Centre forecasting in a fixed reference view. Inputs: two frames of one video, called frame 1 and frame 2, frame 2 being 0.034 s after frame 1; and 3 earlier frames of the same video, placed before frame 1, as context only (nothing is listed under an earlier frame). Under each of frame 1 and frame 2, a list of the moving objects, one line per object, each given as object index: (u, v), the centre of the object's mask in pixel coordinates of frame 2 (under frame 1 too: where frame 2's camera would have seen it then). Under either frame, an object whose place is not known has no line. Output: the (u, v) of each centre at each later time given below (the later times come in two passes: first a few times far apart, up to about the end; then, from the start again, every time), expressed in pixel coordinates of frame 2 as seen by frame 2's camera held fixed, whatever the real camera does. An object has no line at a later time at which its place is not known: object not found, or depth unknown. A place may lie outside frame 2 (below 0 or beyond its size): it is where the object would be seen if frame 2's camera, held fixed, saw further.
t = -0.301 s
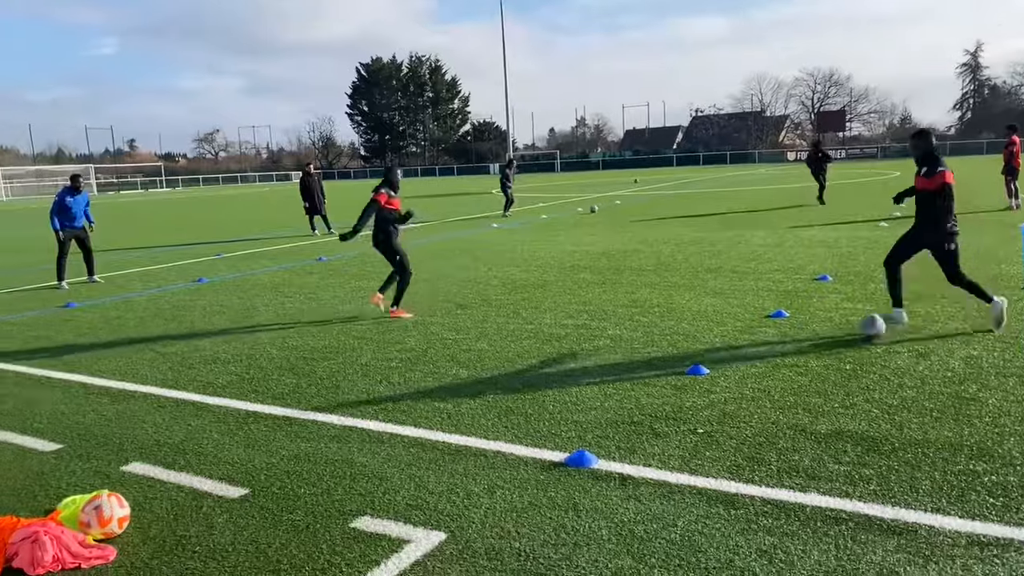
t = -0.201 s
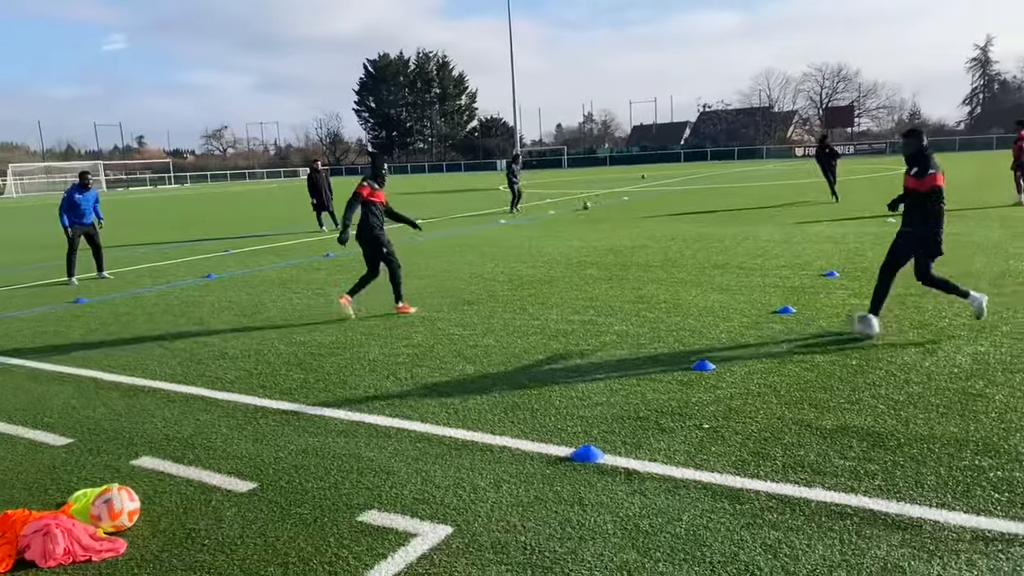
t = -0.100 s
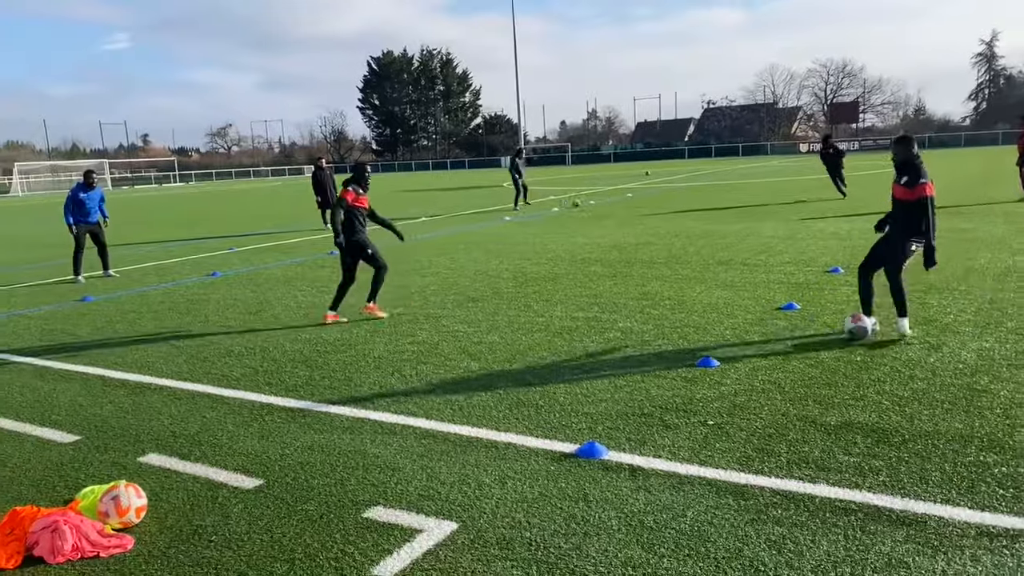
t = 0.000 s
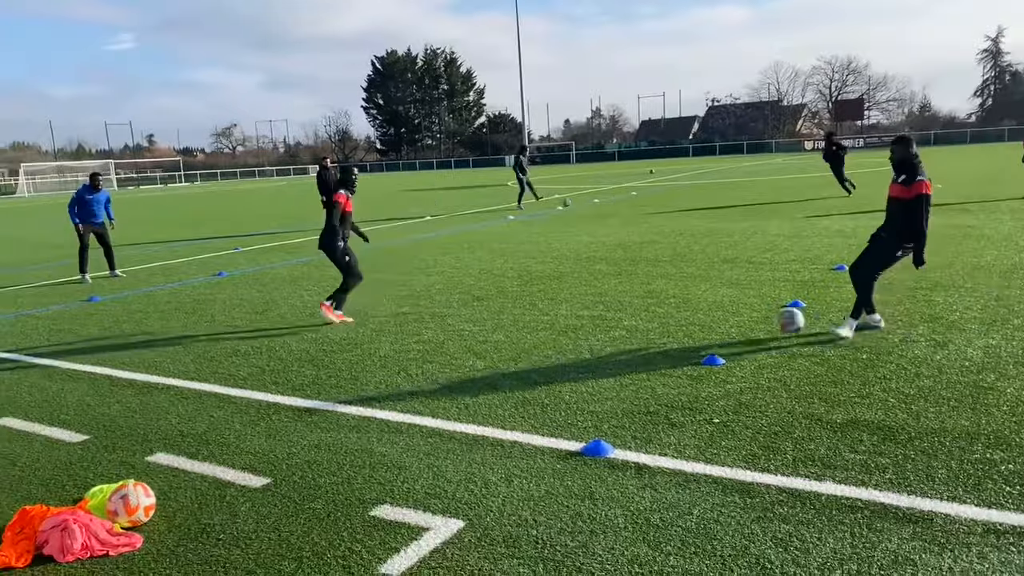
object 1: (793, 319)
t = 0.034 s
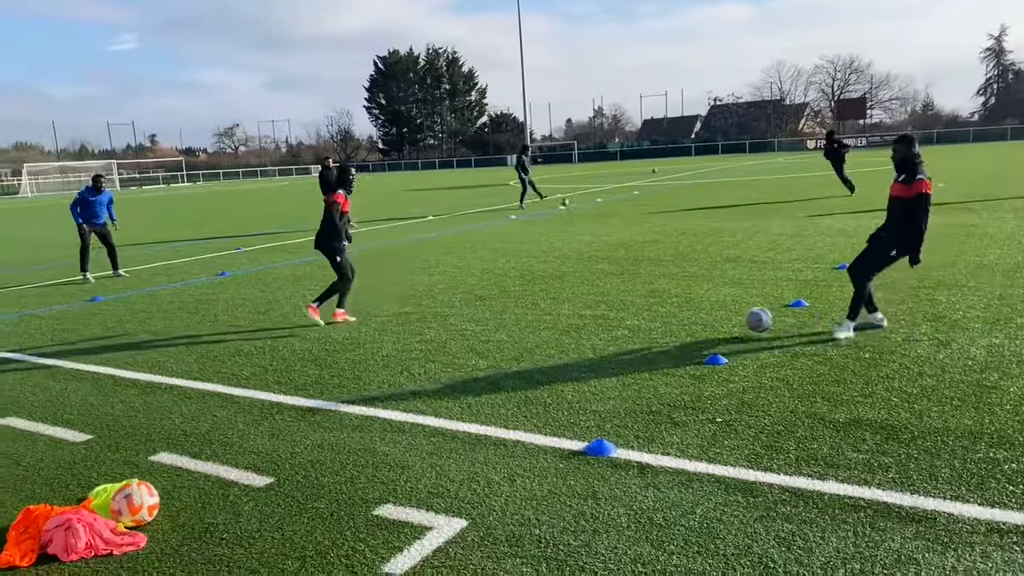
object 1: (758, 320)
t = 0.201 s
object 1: (609, 321)
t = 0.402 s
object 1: (469, 323)
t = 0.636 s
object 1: (347, 322)
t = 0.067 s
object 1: (727, 320)
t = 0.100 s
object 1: (695, 321)
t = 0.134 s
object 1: (663, 323)
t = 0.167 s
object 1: (636, 321)
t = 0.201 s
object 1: (609, 321)
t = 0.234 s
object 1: (583, 321)
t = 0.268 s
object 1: (556, 322)
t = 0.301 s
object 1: (533, 322)
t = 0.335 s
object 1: (512, 321)
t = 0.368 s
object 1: (490, 322)
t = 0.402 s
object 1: (469, 323)
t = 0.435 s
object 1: (450, 321)
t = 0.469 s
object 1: (432, 320)
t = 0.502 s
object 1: (412, 322)
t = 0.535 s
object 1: (395, 322)
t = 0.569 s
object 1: (379, 322)
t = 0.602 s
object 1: (362, 322)
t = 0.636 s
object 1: (347, 322)
